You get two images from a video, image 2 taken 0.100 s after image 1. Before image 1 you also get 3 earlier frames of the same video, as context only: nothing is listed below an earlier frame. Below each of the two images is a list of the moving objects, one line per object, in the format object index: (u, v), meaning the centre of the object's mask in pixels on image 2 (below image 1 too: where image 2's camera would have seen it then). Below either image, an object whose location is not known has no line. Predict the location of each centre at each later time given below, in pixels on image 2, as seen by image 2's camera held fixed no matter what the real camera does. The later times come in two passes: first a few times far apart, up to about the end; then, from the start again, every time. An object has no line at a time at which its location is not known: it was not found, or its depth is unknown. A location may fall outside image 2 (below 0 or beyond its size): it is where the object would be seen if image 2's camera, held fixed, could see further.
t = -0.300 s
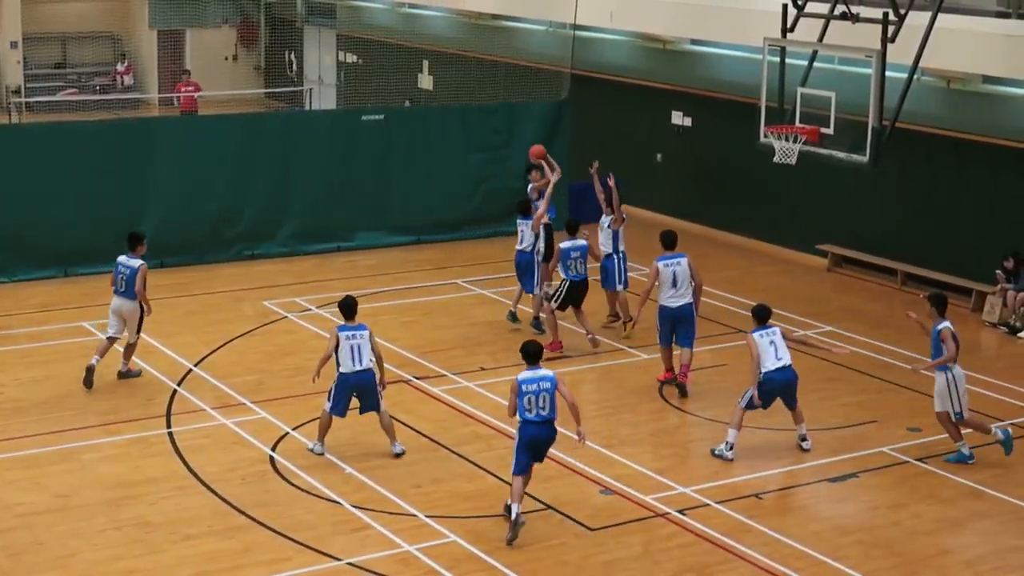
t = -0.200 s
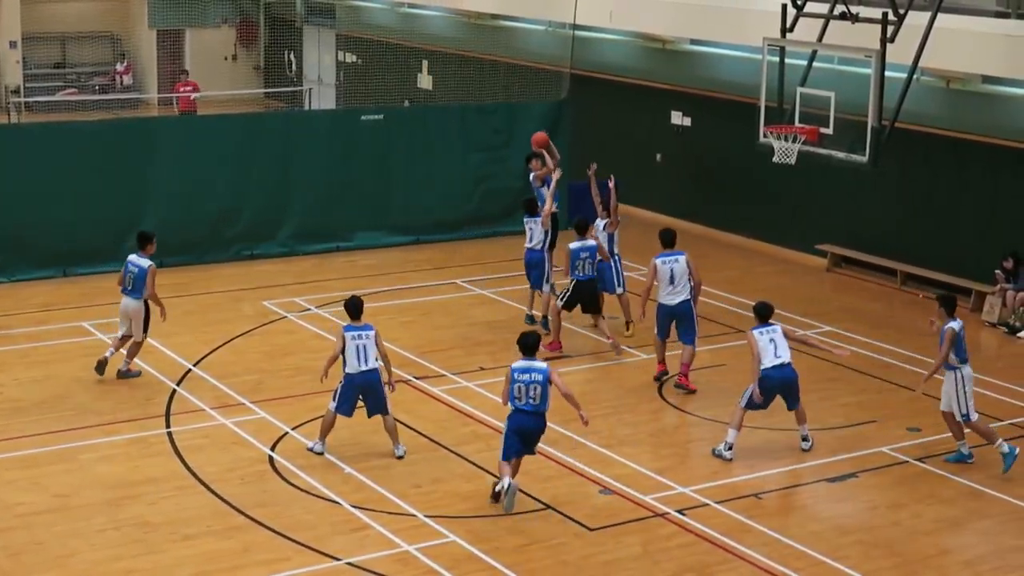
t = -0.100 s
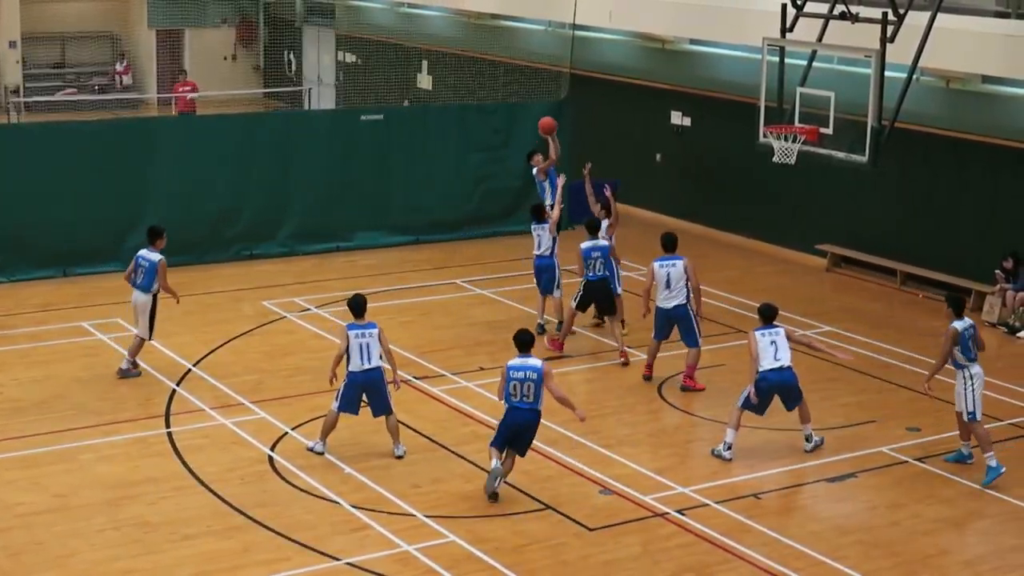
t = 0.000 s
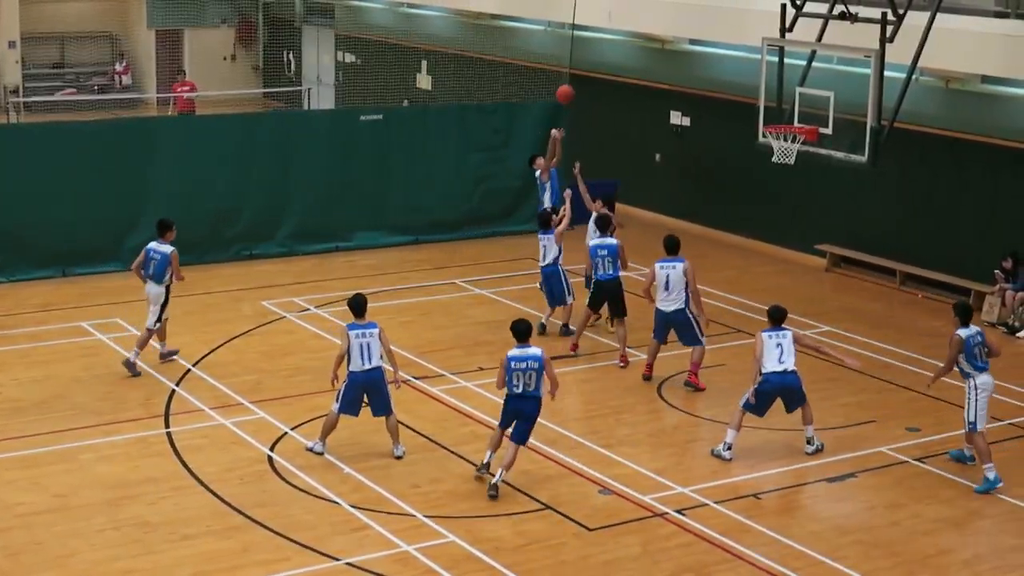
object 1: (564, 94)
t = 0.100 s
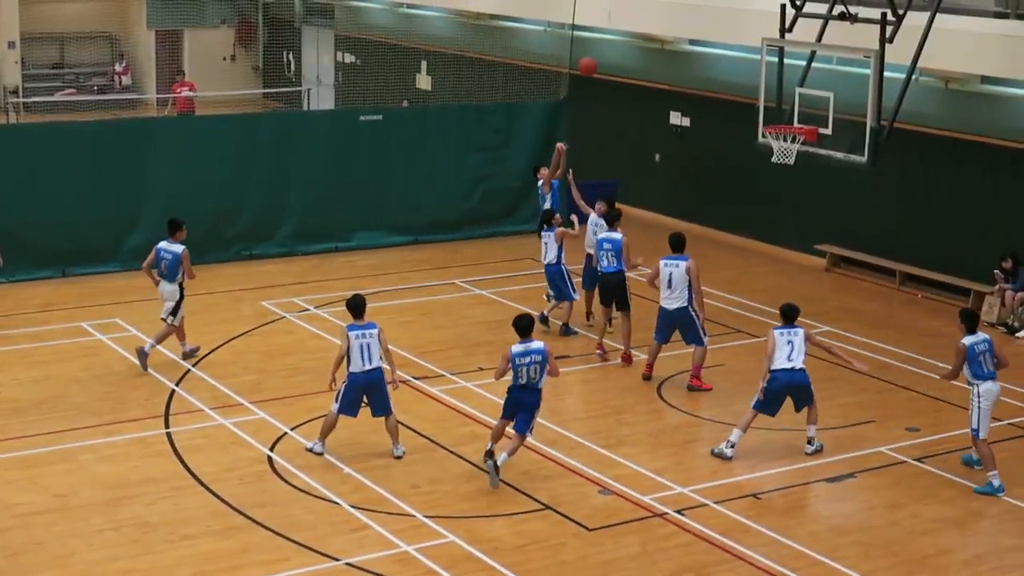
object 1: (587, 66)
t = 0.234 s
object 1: (618, 40)
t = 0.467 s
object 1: (673, 26)
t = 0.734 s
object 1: (737, 65)
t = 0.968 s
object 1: (773, 107)
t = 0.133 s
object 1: (595, 58)
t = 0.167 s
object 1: (602, 52)
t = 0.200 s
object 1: (610, 46)
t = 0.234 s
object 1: (618, 40)
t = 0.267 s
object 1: (625, 35)
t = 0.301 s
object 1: (633, 32)
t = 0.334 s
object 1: (641, 29)
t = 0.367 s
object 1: (649, 27)
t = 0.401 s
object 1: (656, 26)
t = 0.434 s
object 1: (664, 25)
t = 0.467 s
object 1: (673, 26)
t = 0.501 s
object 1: (681, 27)
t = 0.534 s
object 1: (688, 30)
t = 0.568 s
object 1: (696, 33)
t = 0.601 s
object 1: (705, 37)
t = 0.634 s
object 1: (713, 43)
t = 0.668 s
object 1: (721, 49)
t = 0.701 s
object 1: (729, 57)
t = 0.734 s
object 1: (737, 65)
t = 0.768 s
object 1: (745, 75)
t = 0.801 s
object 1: (753, 84)
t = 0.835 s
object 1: (761, 96)
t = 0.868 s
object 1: (769, 109)
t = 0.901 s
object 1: (775, 117)
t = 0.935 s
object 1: (774, 112)
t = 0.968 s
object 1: (773, 107)
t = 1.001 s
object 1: (765, 103)
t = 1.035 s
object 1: (756, 101)
